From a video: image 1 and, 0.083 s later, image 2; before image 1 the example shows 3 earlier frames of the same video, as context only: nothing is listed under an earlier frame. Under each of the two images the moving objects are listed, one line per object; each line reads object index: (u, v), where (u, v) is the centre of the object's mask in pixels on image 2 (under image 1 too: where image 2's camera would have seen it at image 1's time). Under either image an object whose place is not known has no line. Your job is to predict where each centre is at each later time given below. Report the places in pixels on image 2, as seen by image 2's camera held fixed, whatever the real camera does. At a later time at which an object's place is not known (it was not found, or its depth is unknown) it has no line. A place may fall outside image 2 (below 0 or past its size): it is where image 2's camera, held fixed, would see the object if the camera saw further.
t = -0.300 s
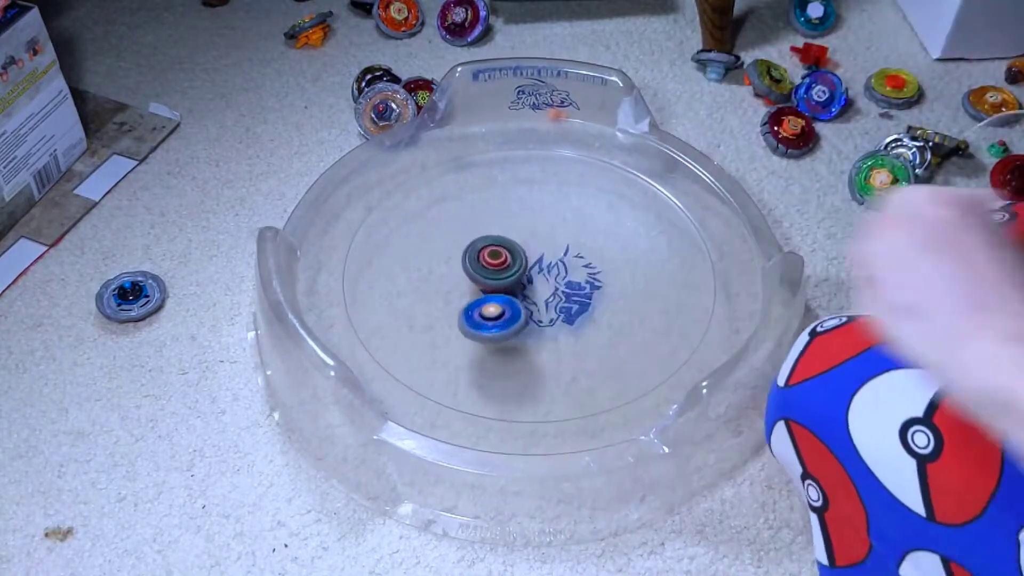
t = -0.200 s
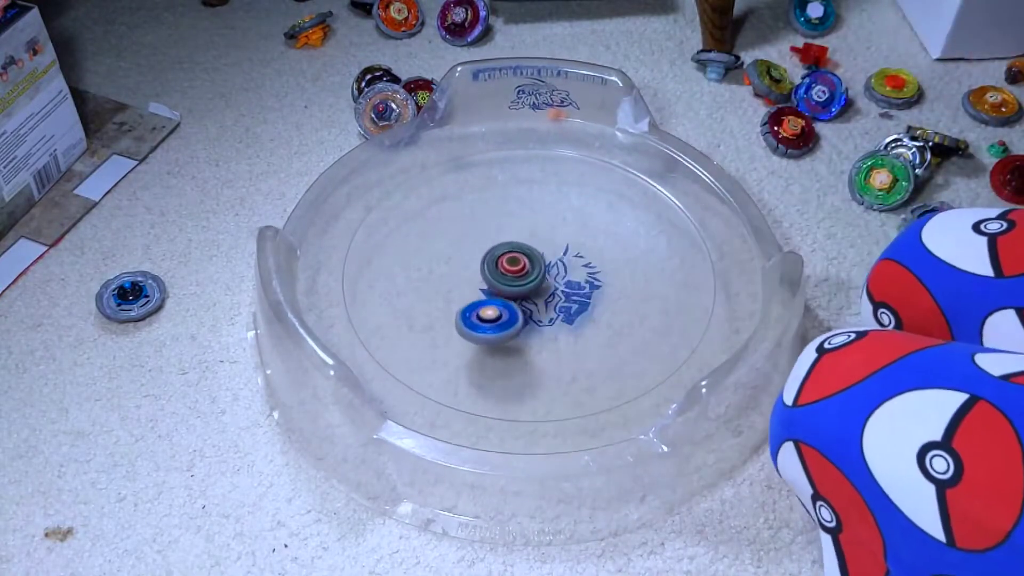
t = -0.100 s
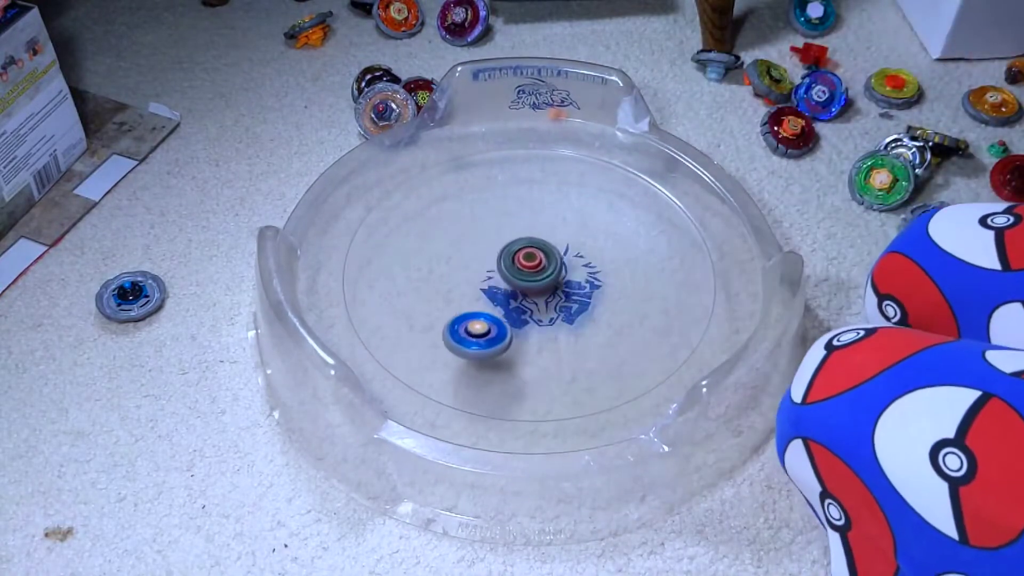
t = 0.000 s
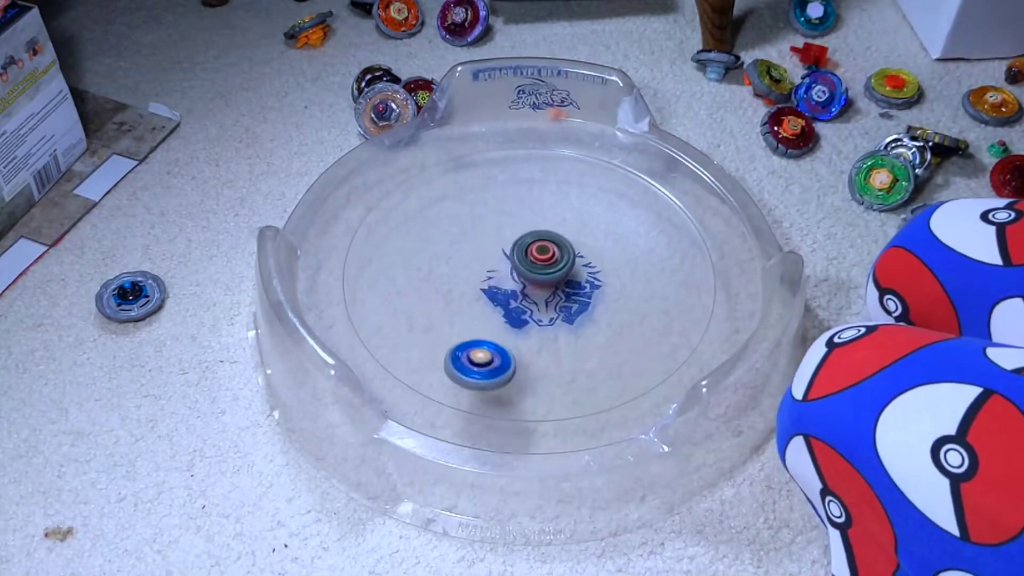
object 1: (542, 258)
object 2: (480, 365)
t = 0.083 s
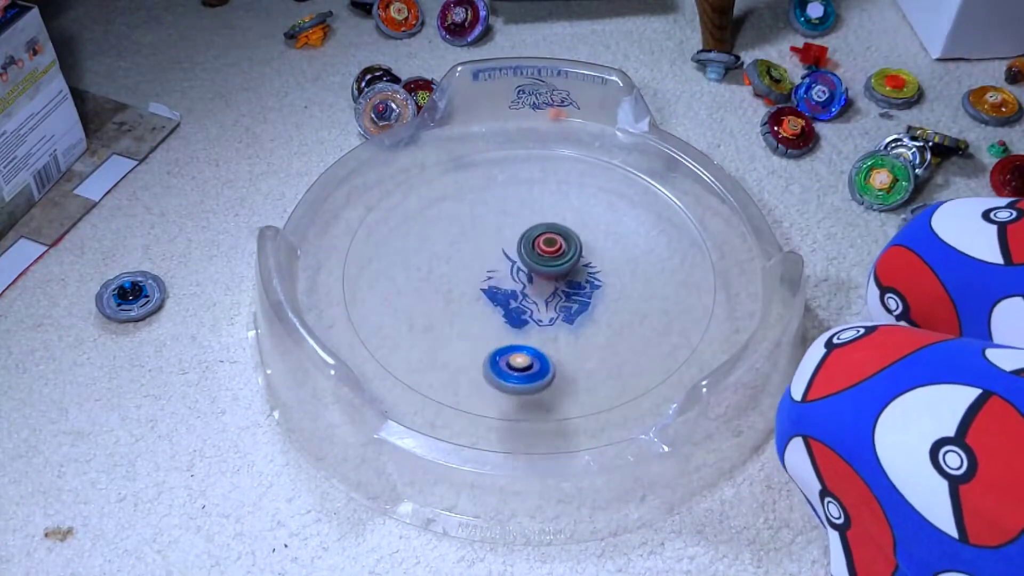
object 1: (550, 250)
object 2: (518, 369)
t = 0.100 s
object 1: (550, 249)
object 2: (527, 365)
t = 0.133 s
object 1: (551, 245)
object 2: (542, 352)
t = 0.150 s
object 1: (551, 243)
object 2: (546, 343)
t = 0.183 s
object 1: (550, 241)
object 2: (547, 324)
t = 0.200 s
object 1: (550, 240)
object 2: (545, 314)
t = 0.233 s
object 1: (550, 239)
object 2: (534, 296)
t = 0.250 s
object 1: (549, 238)
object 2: (527, 288)
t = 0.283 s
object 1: (555, 228)
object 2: (500, 277)
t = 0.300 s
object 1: (559, 222)
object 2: (486, 274)
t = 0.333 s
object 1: (564, 213)
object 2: (454, 269)
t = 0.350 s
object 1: (565, 209)
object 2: (438, 267)
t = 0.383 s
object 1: (563, 204)
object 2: (408, 269)
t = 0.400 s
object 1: (561, 201)
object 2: (395, 272)
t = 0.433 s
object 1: (556, 197)
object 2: (372, 281)
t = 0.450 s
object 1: (554, 195)
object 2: (361, 286)
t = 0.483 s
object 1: (547, 192)
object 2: (358, 298)
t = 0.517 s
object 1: (541, 190)
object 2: (367, 319)
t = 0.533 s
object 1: (538, 189)
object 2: (376, 330)
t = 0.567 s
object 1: (531, 189)
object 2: (400, 351)
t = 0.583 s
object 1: (527, 190)
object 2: (412, 358)
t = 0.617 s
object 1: (521, 192)
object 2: (438, 364)
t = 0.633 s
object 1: (518, 194)
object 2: (451, 365)
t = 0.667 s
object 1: (512, 198)
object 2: (479, 360)
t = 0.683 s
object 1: (510, 201)
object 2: (494, 355)
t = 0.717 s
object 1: (506, 207)
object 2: (521, 340)
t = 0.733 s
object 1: (505, 210)
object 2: (530, 331)
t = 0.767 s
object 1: (503, 217)
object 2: (544, 309)
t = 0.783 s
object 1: (502, 221)
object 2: (548, 299)
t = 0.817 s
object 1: (502, 229)
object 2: (547, 272)
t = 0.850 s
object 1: (485, 217)
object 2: (555, 259)
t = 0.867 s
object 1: (477, 210)
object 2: (558, 257)
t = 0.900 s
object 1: (463, 201)
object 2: (560, 249)
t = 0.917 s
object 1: (458, 199)
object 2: (557, 243)
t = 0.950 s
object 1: (451, 199)
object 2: (550, 235)
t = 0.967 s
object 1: (448, 202)
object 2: (544, 227)
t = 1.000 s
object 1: (444, 210)
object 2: (526, 213)
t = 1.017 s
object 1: (442, 214)
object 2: (516, 207)
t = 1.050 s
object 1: (439, 222)
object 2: (492, 195)
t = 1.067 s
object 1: (437, 227)
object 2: (477, 190)
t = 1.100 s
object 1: (434, 238)
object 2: (449, 182)
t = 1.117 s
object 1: (435, 243)
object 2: (435, 181)
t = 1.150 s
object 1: (437, 255)
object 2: (406, 180)
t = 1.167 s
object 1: (438, 260)
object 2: (392, 182)
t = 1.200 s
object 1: (443, 270)
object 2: (377, 203)
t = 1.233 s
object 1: (450, 281)
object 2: (366, 226)
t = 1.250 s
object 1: (454, 286)
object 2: (363, 237)
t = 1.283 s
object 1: (464, 295)
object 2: (364, 259)
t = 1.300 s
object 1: (470, 299)
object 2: (370, 270)
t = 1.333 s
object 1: (481, 306)
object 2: (387, 292)
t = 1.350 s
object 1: (487, 308)
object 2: (400, 301)
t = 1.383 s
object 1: (507, 313)
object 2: (429, 319)
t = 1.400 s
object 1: (537, 313)
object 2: (425, 325)
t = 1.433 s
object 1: (588, 309)
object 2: (425, 334)
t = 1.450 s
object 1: (609, 305)
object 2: (429, 339)
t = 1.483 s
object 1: (644, 294)
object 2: (446, 346)
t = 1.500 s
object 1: (659, 288)
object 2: (459, 348)
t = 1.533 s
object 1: (684, 272)
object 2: (490, 348)
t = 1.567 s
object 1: (700, 258)
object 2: (521, 341)
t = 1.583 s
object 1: (706, 252)
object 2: (536, 335)
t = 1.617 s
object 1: (706, 238)
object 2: (561, 320)
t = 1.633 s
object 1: (702, 235)
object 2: (569, 308)
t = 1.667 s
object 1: (696, 226)
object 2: (582, 287)
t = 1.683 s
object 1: (694, 222)
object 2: (583, 275)
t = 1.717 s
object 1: (691, 213)
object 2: (582, 249)
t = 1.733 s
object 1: (689, 209)
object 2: (579, 236)
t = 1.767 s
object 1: (683, 204)
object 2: (565, 211)
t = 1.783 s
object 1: (680, 202)
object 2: (556, 199)
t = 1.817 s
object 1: (677, 198)
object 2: (532, 179)
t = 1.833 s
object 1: (676, 195)
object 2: (518, 171)
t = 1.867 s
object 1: (673, 192)
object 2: (489, 159)
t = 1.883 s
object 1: (670, 191)
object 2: (473, 154)
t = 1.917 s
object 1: (667, 188)
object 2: (445, 150)
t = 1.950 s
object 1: (664, 184)
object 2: (420, 166)
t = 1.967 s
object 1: (662, 183)
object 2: (408, 175)
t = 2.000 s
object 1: (658, 181)
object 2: (386, 188)
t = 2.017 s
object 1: (656, 180)
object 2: (378, 198)
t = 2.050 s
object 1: (650, 179)
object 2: (369, 218)
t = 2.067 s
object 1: (647, 179)
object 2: (369, 229)
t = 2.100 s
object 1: (640, 180)
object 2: (374, 251)
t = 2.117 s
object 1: (636, 180)
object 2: (379, 263)
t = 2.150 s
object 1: (627, 182)
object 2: (397, 285)
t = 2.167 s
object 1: (623, 183)
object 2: (409, 296)
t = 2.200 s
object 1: (613, 186)
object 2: (439, 314)
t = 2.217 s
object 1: (608, 188)
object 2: (457, 320)
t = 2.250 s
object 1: (599, 192)
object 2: (495, 327)
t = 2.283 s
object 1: (589, 197)
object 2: (532, 323)
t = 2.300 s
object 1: (584, 199)
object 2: (551, 318)
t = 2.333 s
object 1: (575, 206)
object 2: (586, 303)
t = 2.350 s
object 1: (570, 209)
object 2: (599, 293)
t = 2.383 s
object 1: (561, 217)
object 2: (622, 267)
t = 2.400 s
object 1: (557, 221)
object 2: (630, 254)
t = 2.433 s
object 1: (549, 229)
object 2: (635, 225)
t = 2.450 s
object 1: (546, 235)
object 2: (635, 210)
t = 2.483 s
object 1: (539, 244)
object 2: (626, 183)
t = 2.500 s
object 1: (537, 249)
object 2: (620, 172)
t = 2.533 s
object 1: (532, 259)
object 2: (605, 150)
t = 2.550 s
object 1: (531, 264)
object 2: (591, 145)
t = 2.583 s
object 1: (528, 273)
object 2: (558, 143)
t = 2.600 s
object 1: (526, 278)
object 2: (544, 140)
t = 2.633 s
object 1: (525, 288)
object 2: (513, 140)
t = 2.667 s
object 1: (526, 297)
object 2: (482, 146)
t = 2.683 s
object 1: (526, 301)
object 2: (470, 150)
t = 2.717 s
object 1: (527, 310)
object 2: (449, 162)
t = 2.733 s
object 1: (528, 314)
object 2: (442, 170)
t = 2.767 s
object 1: (531, 322)
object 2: (430, 190)
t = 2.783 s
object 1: (533, 325)
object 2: (426, 201)
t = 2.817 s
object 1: (537, 332)
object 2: (424, 226)
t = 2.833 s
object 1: (540, 335)
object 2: (426, 240)
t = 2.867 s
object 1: (545, 340)
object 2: (438, 266)
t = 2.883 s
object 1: (548, 342)
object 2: (446, 277)
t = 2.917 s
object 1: (554, 346)
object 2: (470, 298)
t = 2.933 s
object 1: (557, 347)
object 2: (486, 306)
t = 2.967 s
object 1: (564, 351)
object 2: (518, 315)
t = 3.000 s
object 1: (584, 364)
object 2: (544, 308)
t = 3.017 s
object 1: (594, 373)
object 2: (559, 307)
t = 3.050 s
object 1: (611, 382)
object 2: (586, 298)
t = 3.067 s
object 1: (616, 379)
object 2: (599, 290)
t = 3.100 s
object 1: (624, 377)
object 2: (624, 275)
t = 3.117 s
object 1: (627, 373)
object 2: (634, 266)
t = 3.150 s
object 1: (631, 367)
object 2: (648, 245)
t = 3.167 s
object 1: (633, 365)
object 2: (652, 235)
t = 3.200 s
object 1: (635, 361)
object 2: (654, 214)
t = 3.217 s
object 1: (636, 359)
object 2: (653, 205)
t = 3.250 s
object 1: (639, 357)
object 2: (647, 186)
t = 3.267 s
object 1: (640, 356)
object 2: (642, 178)
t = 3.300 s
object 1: (642, 355)
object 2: (627, 164)
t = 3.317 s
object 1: (642, 355)
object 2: (618, 159)
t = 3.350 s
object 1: (643, 353)
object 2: (598, 152)
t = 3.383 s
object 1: (643, 351)
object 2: (575, 149)
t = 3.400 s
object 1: (643, 349)
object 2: (563, 150)
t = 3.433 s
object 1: (641, 346)
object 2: (539, 157)
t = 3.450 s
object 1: (640, 344)
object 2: (528, 162)
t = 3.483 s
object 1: (636, 341)
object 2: (506, 177)
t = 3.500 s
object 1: (635, 338)
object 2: (497, 186)
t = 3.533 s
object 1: (631, 333)
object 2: (481, 207)
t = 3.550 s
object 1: (628, 331)
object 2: (476, 219)
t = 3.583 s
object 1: (623, 325)
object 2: (472, 247)
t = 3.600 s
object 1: (620, 323)
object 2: (473, 260)
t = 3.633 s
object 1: (614, 318)
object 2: (482, 286)
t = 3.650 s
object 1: (610, 315)
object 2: (490, 299)
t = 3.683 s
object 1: (602, 311)
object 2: (513, 319)
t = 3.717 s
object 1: (607, 301)
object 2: (530, 336)
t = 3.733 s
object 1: (619, 293)
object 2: (531, 345)
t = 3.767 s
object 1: (637, 278)
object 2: (538, 360)
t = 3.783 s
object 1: (642, 270)
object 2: (546, 365)
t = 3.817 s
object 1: (646, 257)
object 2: (568, 373)
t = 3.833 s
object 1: (644, 251)
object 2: (583, 376)
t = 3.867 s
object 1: (636, 240)
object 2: (613, 378)
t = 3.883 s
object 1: (630, 235)
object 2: (628, 377)
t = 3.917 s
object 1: (617, 225)
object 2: (652, 360)
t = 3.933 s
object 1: (610, 221)
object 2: (663, 352)
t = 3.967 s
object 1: (595, 213)
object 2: (684, 335)
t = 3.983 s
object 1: (587, 209)
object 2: (692, 325)
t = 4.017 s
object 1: (571, 203)
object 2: (698, 301)
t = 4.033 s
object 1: (563, 200)
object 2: (699, 290)
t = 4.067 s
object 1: (546, 197)
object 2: (694, 271)
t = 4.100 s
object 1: (531, 194)
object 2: (681, 255)
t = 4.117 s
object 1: (523, 194)
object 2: (673, 248)
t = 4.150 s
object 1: (508, 193)
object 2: (651, 236)
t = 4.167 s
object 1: (501, 194)
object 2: (638, 231)
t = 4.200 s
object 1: (488, 195)
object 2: (611, 225)
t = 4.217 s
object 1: (482, 197)
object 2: (597, 223)
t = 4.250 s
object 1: (470, 200)
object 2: (567, 222)
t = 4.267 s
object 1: (465, 201)
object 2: (553, 223)
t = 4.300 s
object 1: (455, 204)
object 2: (525, 230)
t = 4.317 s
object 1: (450, 207)
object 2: (512, 234)
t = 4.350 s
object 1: (437, 208)
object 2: (492, 249)
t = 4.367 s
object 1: (427, 205)
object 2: (488, 261)
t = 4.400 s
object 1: (410, 203)
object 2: (479, 285)
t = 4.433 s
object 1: (400, 206)
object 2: (476, 306)
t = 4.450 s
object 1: (396, 208)
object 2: (477, 316)
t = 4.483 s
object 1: (389, 213)
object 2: (486, 336)
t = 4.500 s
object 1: (387, 216)
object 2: (493, 345)
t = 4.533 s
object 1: (382, 221)
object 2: (512, 359)
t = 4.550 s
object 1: (380, 224)
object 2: (524, 364)
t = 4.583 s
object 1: (377, 229)
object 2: (549, 372)
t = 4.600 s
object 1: (376, 232)
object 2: (563, 374)
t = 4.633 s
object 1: (375, 238)
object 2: (591, 375)
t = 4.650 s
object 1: (374, 242)
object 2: (604, 373)
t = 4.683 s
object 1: (374, 248)
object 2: (628, 366)
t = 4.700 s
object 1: (375, 252)
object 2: (638, 360)
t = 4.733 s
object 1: (377, 258)
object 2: (654, 346)
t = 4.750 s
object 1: (379, 262)
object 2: (660, 337)
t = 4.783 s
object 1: (383, 269)
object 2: (665, 320)
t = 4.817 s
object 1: (390, 277)
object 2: (663, 301)
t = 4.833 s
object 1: (393, 281)
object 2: (659, 292)
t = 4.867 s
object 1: (401, 289)
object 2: (647, 275)
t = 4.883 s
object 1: (406, 293)
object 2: (639, 267)
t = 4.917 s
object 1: (417, 300)
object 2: (620, 254)
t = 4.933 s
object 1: (423, 303)
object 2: (609, 248)
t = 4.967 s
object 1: (435, 309)
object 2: (584, 240)
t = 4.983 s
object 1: (442, 312)
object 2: (571, 237)
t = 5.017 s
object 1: (456, 316)
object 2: (543, 232)
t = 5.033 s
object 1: (463, 318)
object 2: (530, 232)
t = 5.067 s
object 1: (478, 320)
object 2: (502, 233)
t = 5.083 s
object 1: (486, 321)
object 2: (490, 236)
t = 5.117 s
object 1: (502, 322)
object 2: (465, 242)
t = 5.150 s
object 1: (518, 321)
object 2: (443, 253)
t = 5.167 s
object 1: (526, 320)
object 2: (434, 259)
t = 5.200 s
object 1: (540, 317)
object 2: (419, 273)
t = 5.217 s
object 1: (548, 316)
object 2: (414, 281)
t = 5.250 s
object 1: (563, 311)
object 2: (407, 298)
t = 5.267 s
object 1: (569, 308)
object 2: (406, 307)
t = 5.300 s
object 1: (582, 302)
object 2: (410, 326)
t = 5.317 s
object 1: (588, 299)
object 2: (414, 334)
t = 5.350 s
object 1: (599, 292)
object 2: (426, 350)
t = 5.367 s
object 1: (604, 287)
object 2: (434, 357)
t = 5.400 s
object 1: (613, 279)
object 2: (454, 369)
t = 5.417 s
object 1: (616, 275)
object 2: (467, 373)
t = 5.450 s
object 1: (623, 267)
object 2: (493, 376)
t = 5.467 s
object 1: (626, 262)
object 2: (507, 377)
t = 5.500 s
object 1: (630, 254)
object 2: (534, 372)
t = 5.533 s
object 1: (634, 245)
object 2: (560, 362)
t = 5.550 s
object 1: (636, 241)
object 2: (571, 356)
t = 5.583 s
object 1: (637, 233)
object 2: (589, 339)
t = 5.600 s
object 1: (637, 229)
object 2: (596, 330)
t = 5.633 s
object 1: (636, 222)
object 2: (603, 310)
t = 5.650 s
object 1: (636, 218)
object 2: (605, 301)
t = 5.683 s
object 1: (634, 212)
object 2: (603, 281)
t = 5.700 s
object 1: (632, 209)
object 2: (599, 271)
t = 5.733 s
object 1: (629, 204)
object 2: (587, 253)
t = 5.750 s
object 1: (627, 201)
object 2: (581, 245)
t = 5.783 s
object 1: (623, 197)
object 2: (563, 228)
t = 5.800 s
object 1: (620, 195)
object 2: (553, 221)
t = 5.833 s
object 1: (615, 192)
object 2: (532, 208)
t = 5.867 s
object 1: (609, 190)
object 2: (508, 200)
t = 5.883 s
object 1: (606, 189)
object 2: (496, 197)
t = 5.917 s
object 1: (599, 187)
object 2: (472, 195)
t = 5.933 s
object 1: (596, 187)
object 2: (460, 195)
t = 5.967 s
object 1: (588, 187)
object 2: (437, 199)
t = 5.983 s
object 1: (584, 187)
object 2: (426, 203)
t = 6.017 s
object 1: (576, 188)
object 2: (407, 212)
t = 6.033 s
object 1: (572, 189)
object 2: (399, 218)
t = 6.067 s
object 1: (565, 192)
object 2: (386, 232)
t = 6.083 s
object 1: (561, 193)
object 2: (382, 239)
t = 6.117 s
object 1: (553, 197)
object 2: (379, 256)
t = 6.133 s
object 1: (549, 199)
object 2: (380, 265)
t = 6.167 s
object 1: (542, 204)
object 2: (386, 283)
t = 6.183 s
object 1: (538, 207)
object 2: (392, 292)
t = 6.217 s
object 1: (531, 213)
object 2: (410, 309)
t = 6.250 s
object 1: (524, 219)
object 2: (434, 323)
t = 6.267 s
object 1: (521, 223)
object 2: (448, 327)
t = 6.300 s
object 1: (516, 230)
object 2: (477, 333)
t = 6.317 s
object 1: (513, 234)
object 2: (491, 333)
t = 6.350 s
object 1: (508, 242)
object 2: (522, 331)
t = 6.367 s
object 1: (506, 246)
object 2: (535, 326)
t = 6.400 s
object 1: (502, 255)
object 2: (561, 316)
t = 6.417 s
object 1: (501, 259)
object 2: (571, 309)
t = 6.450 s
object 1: (499, 266)
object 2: (587, 295)
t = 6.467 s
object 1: (499, 271)
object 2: (595, 285)
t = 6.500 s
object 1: (499, 279)
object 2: (604, 266)
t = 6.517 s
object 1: (499, 283)
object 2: (607, 257)
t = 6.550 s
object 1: (500, 291)
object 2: (609, 237)
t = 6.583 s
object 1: (501, 298)
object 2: (604, 217)
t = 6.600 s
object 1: (501, 302)
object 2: (600, 207)
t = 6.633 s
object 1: (503, 308)
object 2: (588, 190)
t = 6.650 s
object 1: (505, 311)
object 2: (581, 182)
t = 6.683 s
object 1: (508, 317)
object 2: (563, 170)
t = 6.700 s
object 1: (510, 320)
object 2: (553, 165)
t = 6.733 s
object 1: (514, 326)
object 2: (534, 157)
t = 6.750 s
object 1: (517, 328)
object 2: (525, 155)
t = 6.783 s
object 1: (522, 332)
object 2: (505, 153)
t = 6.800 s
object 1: (525, 334)
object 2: (495, 153)
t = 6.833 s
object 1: (530, 338)
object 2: (476, 157)
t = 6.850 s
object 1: (533, 339)
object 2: (467, 161)
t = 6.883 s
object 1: (539, 341)
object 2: (452, 171)
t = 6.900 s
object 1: (542, 342)
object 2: (445, 177)
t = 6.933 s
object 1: (548, 343)
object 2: (435, 193)
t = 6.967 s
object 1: (553, 343)
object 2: (430, 212)
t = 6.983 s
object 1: (556, 343)
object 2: (429, 222)
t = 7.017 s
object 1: (562, 343)
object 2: (432, 243)
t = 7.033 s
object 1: (564, 342)
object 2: (436, 254)
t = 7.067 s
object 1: (569, 341)
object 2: (448, 274)
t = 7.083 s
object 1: (572, 340)
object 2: (457, 283)
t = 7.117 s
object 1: (576, 337)
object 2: (478, 299)
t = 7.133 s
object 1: (579, 335)
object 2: (489, 305)
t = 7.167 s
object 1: (582, 331)
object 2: (515, 314)
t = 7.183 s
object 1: (589, 331)
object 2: (523, 314)
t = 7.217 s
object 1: (609, 330)
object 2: (537, 310)
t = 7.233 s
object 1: (616, 329)
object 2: (545, 309)
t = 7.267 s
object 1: (624, 325)
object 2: (564, 304)
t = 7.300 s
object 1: (633, 320)
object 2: (580, 293)
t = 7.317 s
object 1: (640, 320)
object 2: (585, 286)
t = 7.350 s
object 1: (652, 325)
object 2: (594, 274)
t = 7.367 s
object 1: (655, 326)
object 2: (599, 267)
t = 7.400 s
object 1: (660, 323)
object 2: (605, 254)
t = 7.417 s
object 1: (663, 320)
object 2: (605, 245)
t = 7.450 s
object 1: (669, 316)
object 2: (604, 231)
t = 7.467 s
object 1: (672, 314)
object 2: (600, 224)
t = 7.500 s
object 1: (676, 311)
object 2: (590, 212)
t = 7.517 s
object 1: (678, 308)
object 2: (584, 207)
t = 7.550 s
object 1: (681, 304)
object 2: (567, 199)
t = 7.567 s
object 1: (682, 302)
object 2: (558, 197)
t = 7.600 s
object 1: (684, 298)
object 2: (539, 196)
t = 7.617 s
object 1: (684, 296)
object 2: (529, 198)
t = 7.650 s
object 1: (684, 291)
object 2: (510, 204)
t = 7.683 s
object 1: (684, 287)
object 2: (495, 214)
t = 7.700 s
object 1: (683, 285)
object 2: (488, 222)
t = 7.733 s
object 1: (680, 280)
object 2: (479, 238)
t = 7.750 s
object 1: (678, 278)
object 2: (476, 247)
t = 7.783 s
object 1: (674, 273)
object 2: (476, 264)
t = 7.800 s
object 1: (672, 270)
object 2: (479, 273)
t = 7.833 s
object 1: (666, 265)
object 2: (489, 290)
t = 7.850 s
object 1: (663, 263)
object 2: (495, 298)
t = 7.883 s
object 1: (655, 258)
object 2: (512, 310)
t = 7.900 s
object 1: (651, 256)
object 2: (523, 315)
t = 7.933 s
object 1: (642, 252)
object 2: (545, 320)
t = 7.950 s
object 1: (637, 250)
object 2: (557, 322)
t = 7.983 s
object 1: (627, 246)
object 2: (581, 321)
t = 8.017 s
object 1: (616, 243)
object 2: (603, 315)
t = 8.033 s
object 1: (611, 242)
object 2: (614, 311)
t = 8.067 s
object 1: (599, 240)
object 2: (632, 300)
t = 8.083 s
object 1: (593, 239)
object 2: (640, 293)
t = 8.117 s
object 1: (581, 237)
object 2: (649, 278)
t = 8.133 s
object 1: (575, 237)
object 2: (651, 270)
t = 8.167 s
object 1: (562, 236)
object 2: (652, 254)
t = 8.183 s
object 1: (556, 236)
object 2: (650, 246)
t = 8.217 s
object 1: (543, 235)
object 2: (642, 232)
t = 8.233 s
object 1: (538, 236)
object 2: (635, 226)
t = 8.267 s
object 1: (524, 236)
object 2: (619, 215)
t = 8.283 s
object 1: (518, 237)
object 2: (609, 212)
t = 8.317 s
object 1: (505, 237)
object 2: (589, 207)
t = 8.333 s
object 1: (499, 238)
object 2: (578, 206)
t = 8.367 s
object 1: (488, 240)
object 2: (555, 206)
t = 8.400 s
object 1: (476, 243)
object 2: (533, 210)
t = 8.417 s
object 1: (471, 244)
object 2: (522, 214)
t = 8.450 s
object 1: (454, 251)
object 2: (509, 221)
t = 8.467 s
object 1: (447, 253)
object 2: (502, 226)
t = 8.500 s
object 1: (431, 260)
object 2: (494, 236)
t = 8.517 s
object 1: (420, 265)
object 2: (494, 241)
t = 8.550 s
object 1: (403, 273)
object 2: (493, 254)
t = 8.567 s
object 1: (397, 277)
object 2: (494, 262)
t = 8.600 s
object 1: (388, 285)
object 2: (499, 275)
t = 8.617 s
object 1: (384, 289)
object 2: (505, 282)
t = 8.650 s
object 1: (377, 296)
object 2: (517, 293)
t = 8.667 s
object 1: (374, 299)
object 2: (527, 298)
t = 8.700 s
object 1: (368, 305)
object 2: (544, 303)
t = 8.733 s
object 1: (364, 310)
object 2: (564, 304)
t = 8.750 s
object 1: (363, 312)
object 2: (574, 303)
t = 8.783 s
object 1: (369, 316)
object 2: (592, 298)
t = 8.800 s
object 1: (372, 318)
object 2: (601, 294)
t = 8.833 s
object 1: (375, 321)
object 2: (613, 283)
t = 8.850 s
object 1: (376, 322)
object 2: (617, 277)
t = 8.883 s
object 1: (377, 325)
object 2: (622, 263)
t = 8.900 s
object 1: (377, 326)
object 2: (622, 257)
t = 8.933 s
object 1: (378, 329)
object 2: (617, 244)
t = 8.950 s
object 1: (379, 330)
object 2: (613, 239)
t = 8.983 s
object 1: (382, 332)
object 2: (600, 229)
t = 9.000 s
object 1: (383, 333)
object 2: (592, 226)
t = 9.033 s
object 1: (388, 335)
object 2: (574, 222)
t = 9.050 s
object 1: (391, 335)
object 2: (564, 222)
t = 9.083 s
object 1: (397, 336)
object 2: (545, 224)
